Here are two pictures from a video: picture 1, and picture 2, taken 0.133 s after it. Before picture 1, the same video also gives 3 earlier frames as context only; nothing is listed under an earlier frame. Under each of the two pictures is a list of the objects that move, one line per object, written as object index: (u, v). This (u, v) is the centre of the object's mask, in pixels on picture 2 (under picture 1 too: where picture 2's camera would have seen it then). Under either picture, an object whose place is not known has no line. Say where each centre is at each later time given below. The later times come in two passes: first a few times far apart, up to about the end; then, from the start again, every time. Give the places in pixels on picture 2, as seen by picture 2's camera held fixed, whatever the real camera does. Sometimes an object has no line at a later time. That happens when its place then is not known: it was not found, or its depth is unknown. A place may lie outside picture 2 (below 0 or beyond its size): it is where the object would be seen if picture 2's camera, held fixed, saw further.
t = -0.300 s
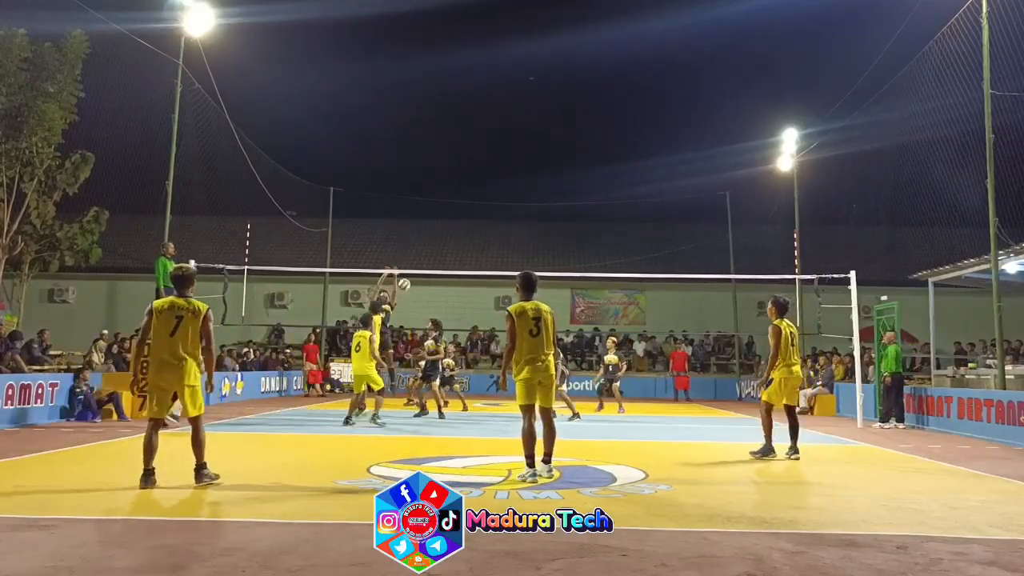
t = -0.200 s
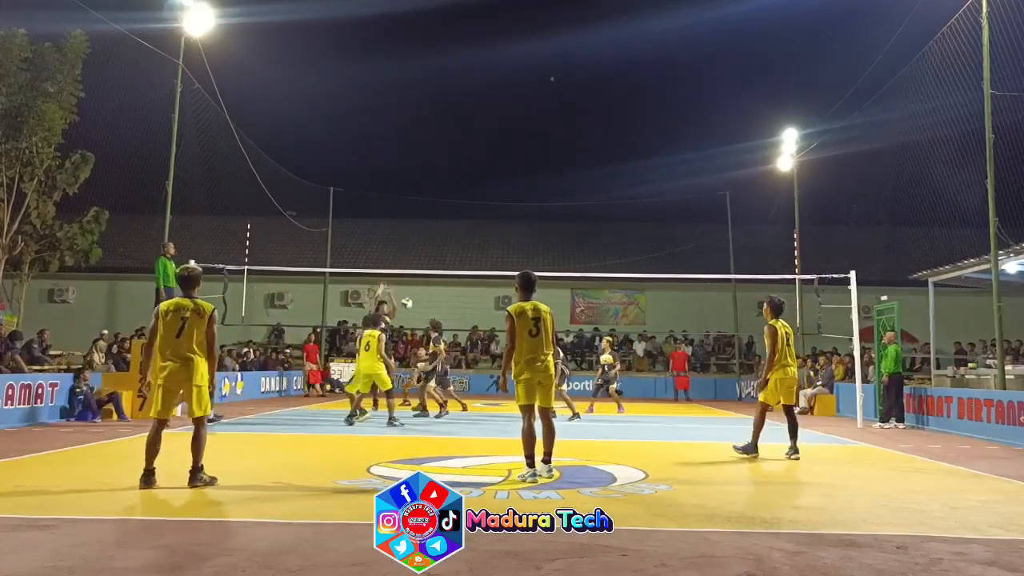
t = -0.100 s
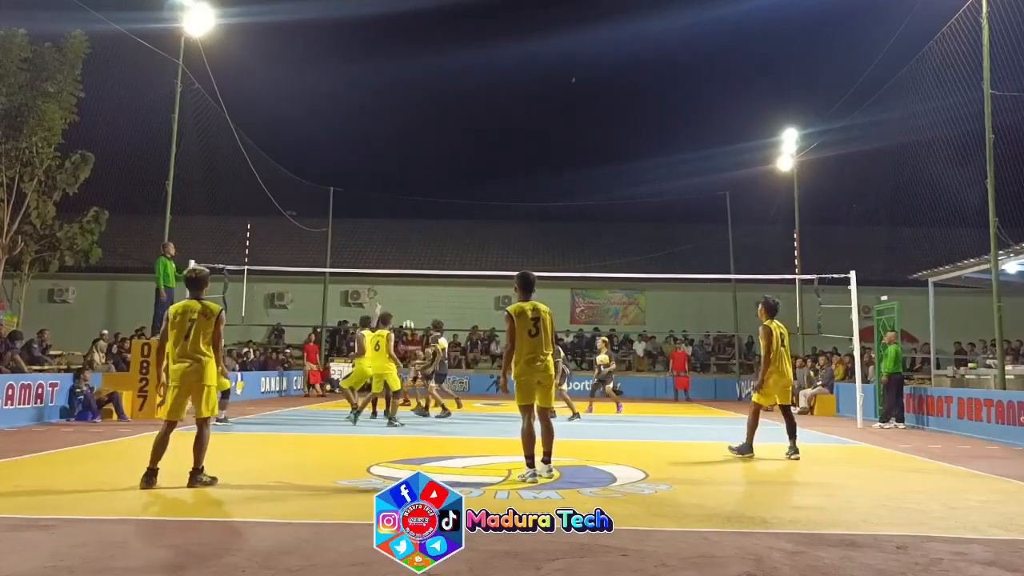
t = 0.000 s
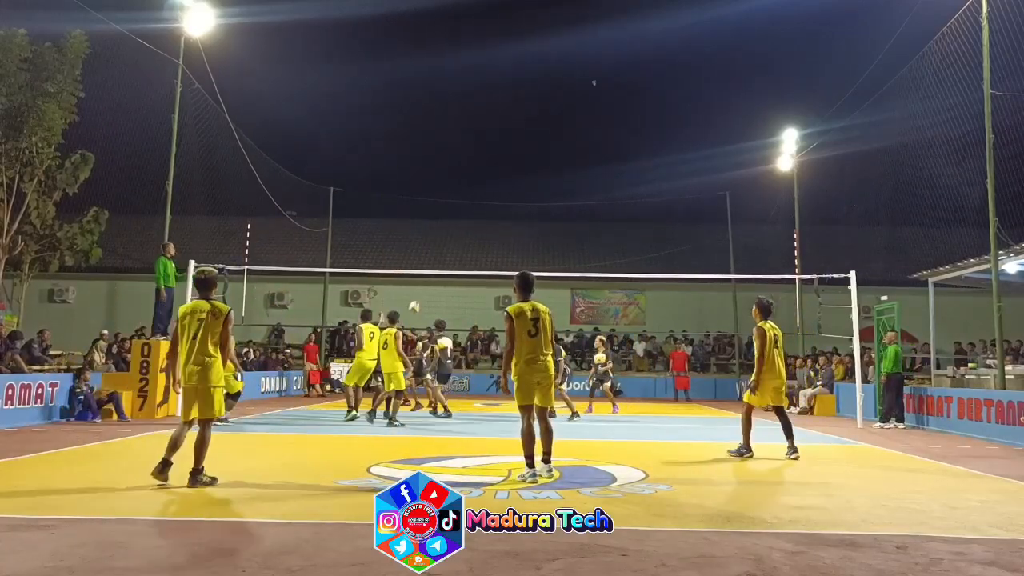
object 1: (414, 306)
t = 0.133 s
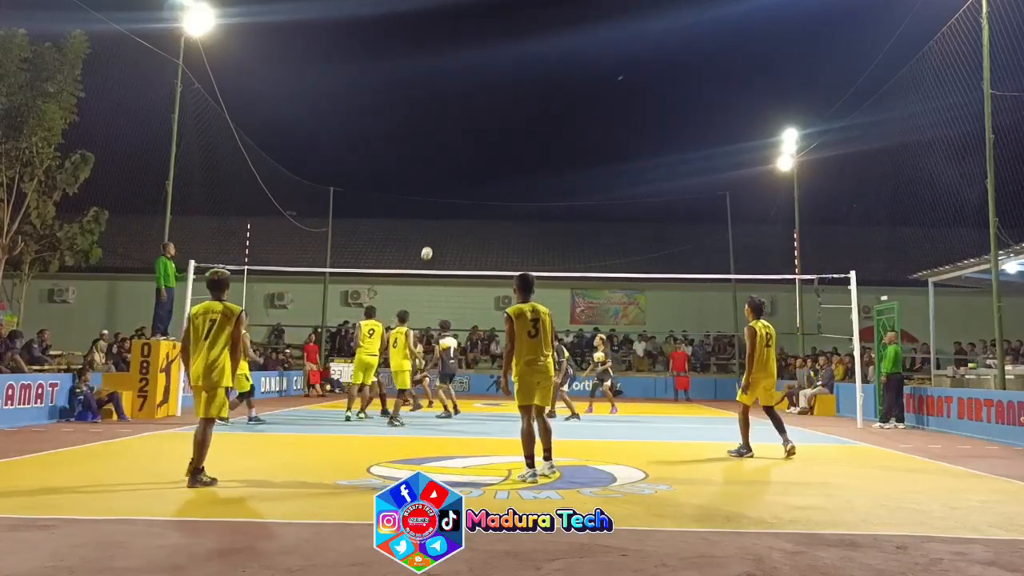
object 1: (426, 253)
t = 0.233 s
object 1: (435, 218)
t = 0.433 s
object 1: (452, 163)
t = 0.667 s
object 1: (471, 121)
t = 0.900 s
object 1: (490, 106)
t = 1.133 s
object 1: (510, 120)
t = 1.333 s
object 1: (527, 160)
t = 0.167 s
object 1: (429, 241)
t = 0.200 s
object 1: (432, 230)
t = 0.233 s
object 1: (435, 218)
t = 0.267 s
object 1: (438, 208)
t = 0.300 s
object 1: (441, 198)
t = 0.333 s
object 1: (444, 188)
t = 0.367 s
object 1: (446, 179)
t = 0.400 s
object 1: (449, 170)
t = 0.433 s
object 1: (452, 163)
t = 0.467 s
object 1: (455, 155)
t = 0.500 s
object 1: (458, 148)
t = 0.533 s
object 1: (460, 141)
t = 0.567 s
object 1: (463, 135)
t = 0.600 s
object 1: (466, 130)
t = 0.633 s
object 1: (469, 125)
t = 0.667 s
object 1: (471, 121)
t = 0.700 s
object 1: (474, 117)
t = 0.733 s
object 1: (477, 114)
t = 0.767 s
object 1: (479, 111)
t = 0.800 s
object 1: (482, 109)
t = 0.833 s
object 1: (485, 107)
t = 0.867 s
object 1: (488, 106)
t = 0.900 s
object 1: (490, 106)
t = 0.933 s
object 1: (493, 106)
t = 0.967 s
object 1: (496, 107)
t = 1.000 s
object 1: (498, 108)
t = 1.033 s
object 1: (501, 110)
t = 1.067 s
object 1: (504, 113)
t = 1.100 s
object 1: (507, 117)
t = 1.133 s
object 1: (510, 120)
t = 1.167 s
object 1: (512, 125)
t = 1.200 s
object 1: (515, 131)
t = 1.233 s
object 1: (518, 137)
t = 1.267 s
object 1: (521, 144)
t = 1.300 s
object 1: (524, 151)
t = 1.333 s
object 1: (527, 160)
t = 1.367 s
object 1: (529, 168)
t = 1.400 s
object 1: (532, 178)
